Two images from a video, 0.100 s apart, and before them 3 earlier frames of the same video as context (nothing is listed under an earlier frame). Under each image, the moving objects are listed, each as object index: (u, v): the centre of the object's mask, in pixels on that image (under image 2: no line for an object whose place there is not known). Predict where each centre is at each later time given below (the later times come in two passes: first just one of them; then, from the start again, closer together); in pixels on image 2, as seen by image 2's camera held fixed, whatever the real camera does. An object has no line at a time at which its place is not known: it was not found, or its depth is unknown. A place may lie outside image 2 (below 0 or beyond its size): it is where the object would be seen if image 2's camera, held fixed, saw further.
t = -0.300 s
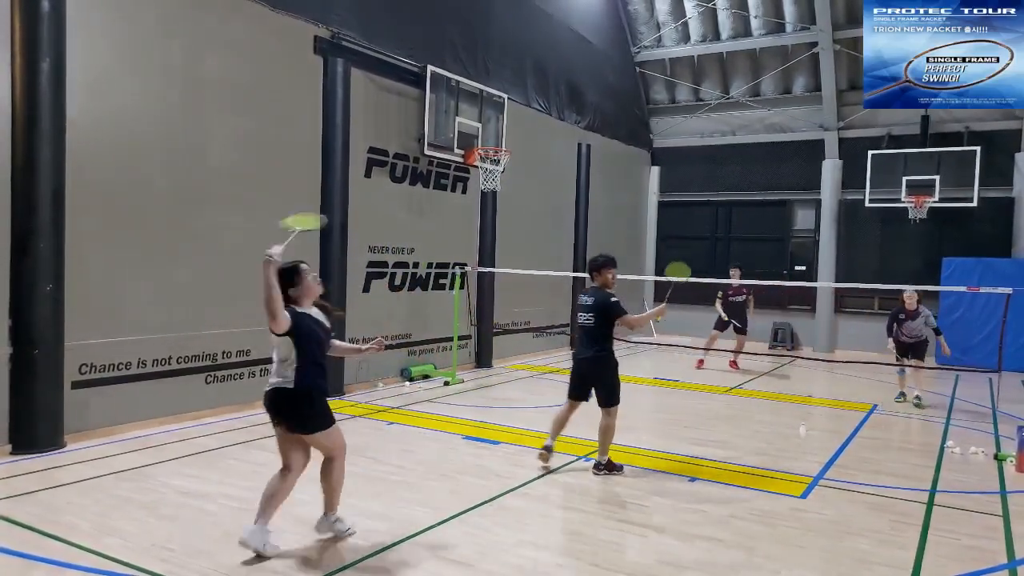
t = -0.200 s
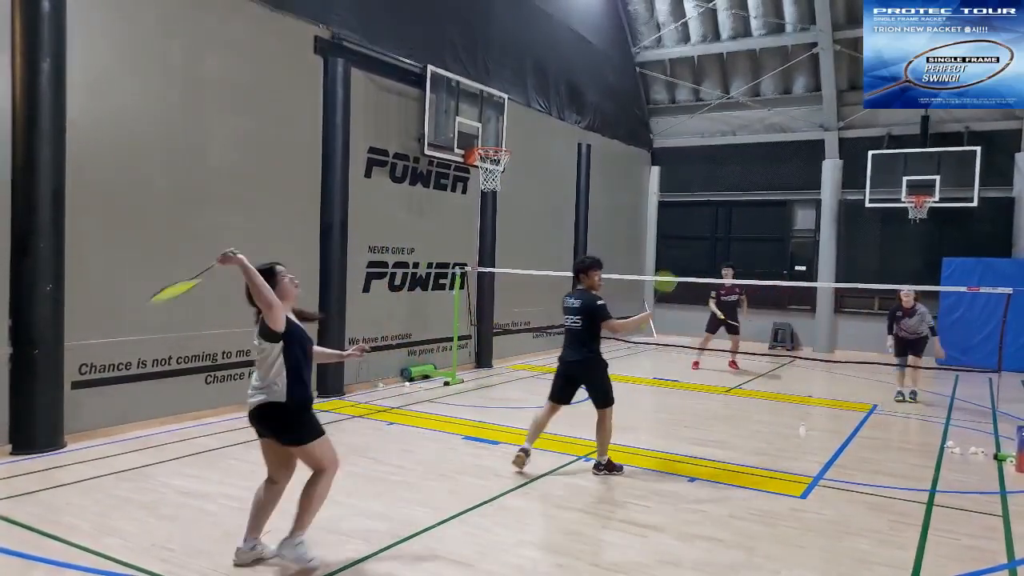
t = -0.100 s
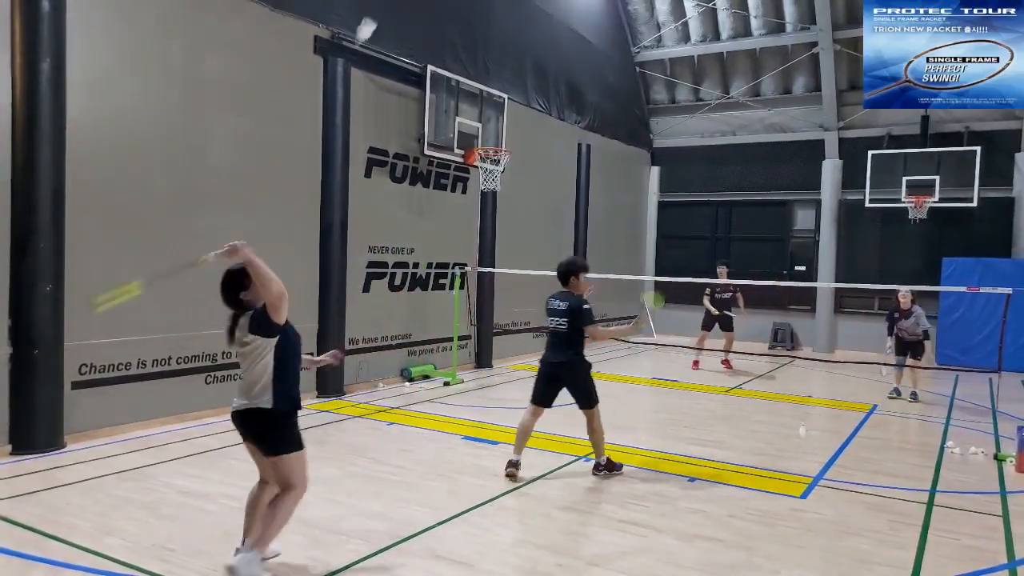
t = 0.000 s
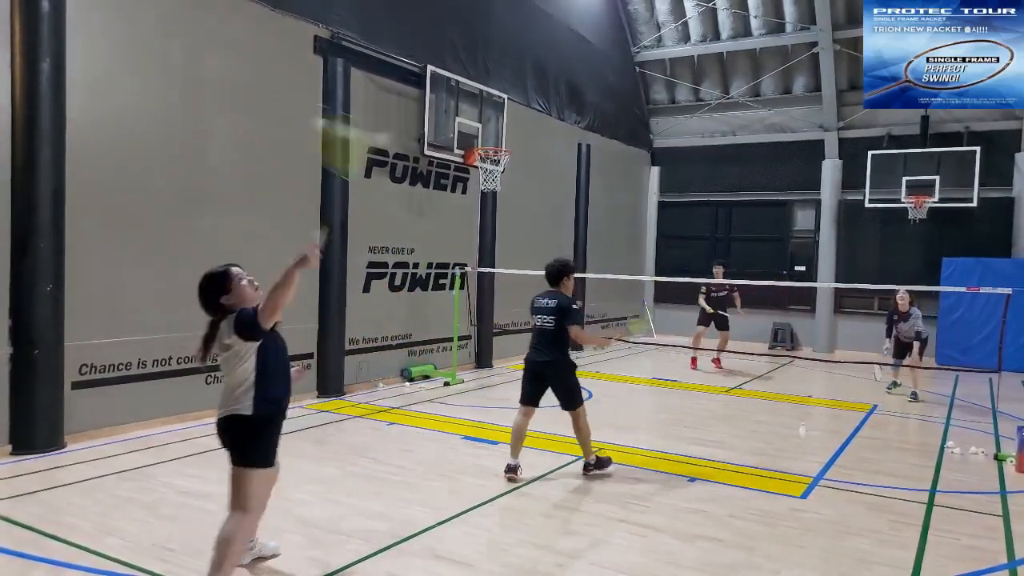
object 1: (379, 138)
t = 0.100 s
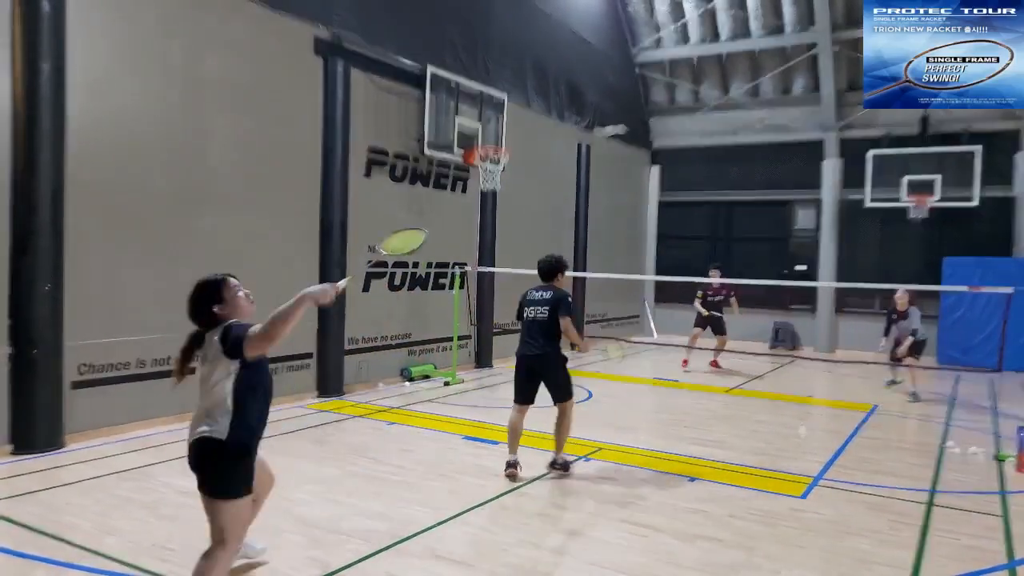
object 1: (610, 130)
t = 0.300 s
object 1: (780, 154)
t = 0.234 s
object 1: (743, 142)
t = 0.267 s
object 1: (763, 149)
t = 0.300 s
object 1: (780, 154)
